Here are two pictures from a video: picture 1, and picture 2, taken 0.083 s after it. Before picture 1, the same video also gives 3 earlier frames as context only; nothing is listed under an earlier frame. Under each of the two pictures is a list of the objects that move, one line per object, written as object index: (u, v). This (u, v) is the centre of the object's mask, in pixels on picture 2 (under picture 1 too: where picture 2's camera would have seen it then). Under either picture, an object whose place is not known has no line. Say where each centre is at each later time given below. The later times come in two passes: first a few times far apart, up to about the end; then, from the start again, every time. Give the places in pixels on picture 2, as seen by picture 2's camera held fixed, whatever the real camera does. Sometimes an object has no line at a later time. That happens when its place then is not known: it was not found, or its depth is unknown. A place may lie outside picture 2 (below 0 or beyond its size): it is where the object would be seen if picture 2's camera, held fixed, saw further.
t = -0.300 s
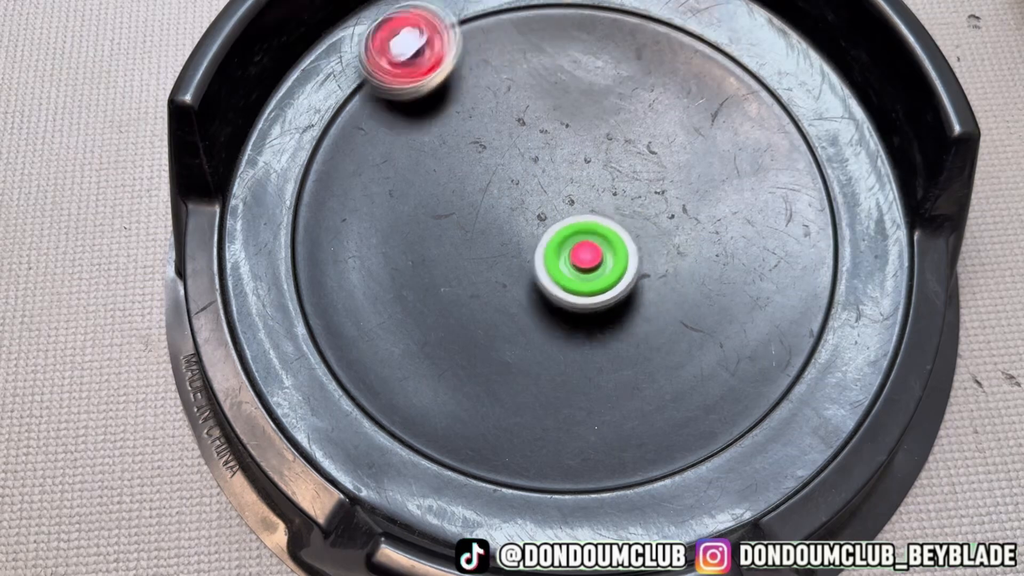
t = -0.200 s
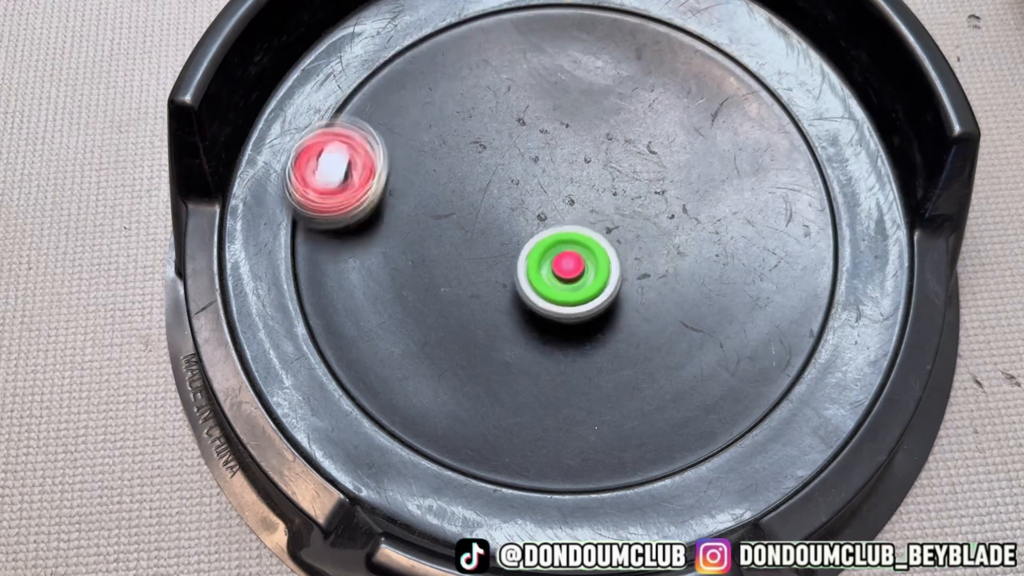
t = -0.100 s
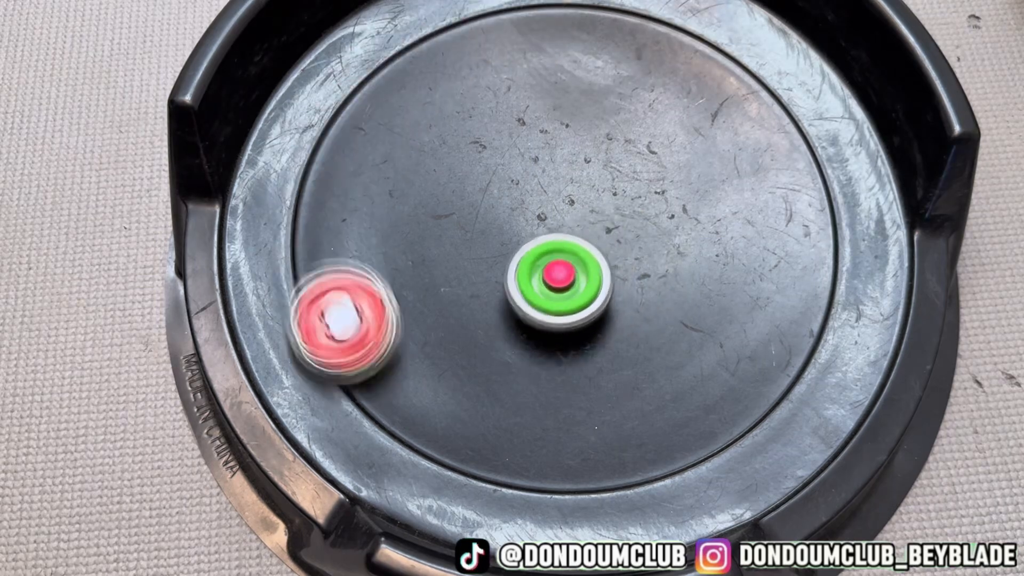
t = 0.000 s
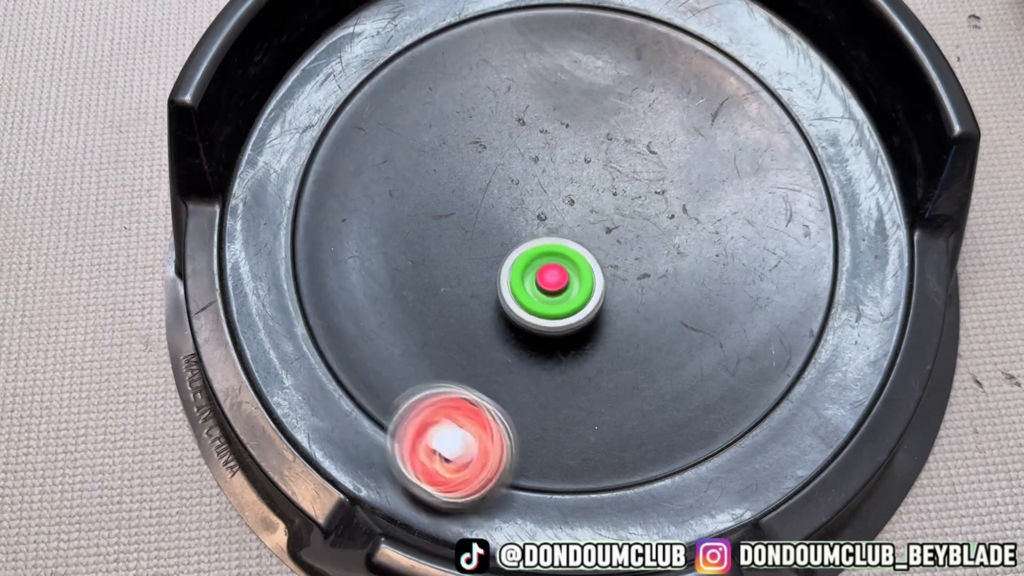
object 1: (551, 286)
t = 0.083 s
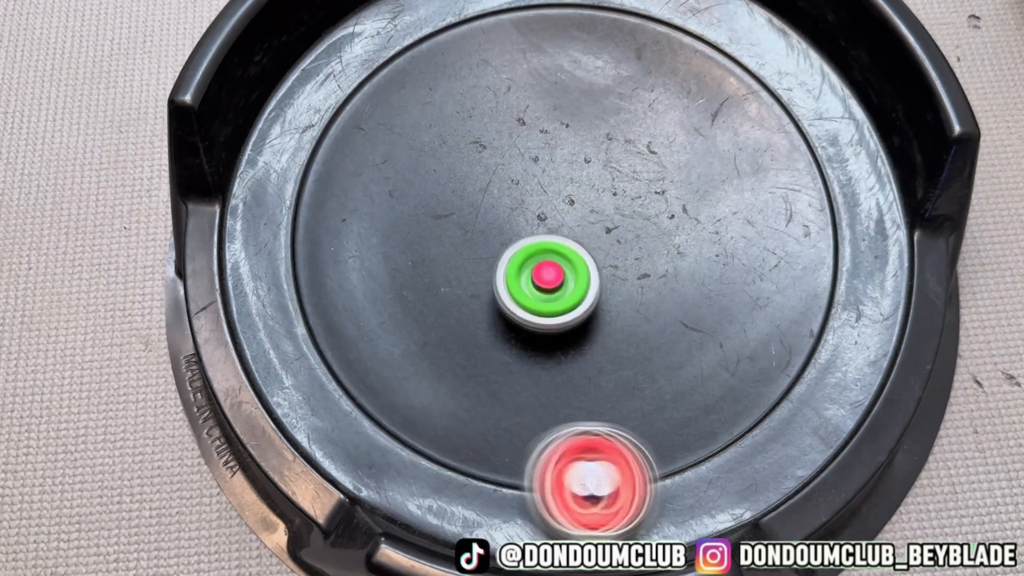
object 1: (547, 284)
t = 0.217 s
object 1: (536, 273)
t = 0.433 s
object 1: (522, 245)
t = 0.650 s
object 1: (511, 216)
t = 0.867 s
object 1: (513, 219)
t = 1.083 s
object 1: (557, 284)
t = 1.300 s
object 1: (569, 231)
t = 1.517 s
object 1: (569, 180)
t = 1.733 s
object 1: (566, 147)
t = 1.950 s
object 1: (785, 102)
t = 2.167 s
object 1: (773, 111)
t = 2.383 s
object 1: (738, 94)
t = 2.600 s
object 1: (766, 98)
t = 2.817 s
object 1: (693, 131)
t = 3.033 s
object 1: (552, 265)
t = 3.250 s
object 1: (473, 311)
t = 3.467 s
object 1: (511, 294)
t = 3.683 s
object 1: (512, 268)
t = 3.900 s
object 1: (512, 268)
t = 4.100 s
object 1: (523, 277)
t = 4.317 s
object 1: (523, 274)
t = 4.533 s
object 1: (523, 274)
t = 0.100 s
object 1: (545, 282)
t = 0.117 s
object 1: (544, 281)
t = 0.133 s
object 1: (543, 280)
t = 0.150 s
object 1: (541, 278)
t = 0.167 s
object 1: (540, 277)
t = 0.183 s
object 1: (538, 275)
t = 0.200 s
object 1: (537, 274)
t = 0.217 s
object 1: (536, 273)
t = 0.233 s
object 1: (534, 271)
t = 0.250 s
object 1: (533, 269)
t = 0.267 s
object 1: (531, 268)
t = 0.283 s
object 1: (530, 266)
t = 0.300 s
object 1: (529, 264)
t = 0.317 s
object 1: (528, 262)
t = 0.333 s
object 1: (527, 259)
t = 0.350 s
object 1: (526, 257)
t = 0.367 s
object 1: (525, 254)
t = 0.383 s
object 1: (525, 252)
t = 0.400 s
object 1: (524, 249)
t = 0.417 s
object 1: (523, 247)
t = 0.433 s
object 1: (522, 245)
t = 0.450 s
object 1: (521, 243)
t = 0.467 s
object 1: (520, 241)
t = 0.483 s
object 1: (519, 239)
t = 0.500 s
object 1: (518, 236)
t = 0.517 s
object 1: (517, 234)
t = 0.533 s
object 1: (516, 232)
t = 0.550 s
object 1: (515, 229)
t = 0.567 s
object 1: (515, 227)
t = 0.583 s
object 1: (514, 224)
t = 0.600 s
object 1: (513, 222)
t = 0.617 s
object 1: (512, 220)
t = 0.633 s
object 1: (511, 218)
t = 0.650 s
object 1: (511, 216)
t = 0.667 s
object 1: (509, 214)
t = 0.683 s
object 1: (509, 211)
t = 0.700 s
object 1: (508, 209)
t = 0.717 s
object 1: (507, 207)
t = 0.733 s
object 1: (506, 206)
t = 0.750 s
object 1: (507, 206)
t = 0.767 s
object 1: (507, 206)
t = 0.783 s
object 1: (507, 204)
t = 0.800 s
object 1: (506, 202)
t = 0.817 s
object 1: (506, 201)
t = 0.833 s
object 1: (508, 208)
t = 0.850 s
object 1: (510, 214)
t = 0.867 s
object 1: (513, 219)
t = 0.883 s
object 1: (519, 227)
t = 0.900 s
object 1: (524, 232)
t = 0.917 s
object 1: (528, 234)
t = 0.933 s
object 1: (529, 235)
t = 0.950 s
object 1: (534, 243)
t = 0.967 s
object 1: (541, 250)
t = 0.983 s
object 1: (549, 259)
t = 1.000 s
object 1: (553, 267)
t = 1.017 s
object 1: (553, 272)
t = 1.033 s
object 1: (553, 278)
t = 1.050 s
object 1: (552, 284)
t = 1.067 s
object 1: (555, 284)
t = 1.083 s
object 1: (557, 284)
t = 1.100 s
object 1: (558, 281)
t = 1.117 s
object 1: (560, 278)
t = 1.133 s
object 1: (560, 274)
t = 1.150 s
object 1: (562, 271)
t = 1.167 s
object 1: (563, 267)
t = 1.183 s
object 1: (564, 262)
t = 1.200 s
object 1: (564, 258)
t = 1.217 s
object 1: (566, 253)
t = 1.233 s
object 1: (566, 249)
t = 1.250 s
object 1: (567, 244)
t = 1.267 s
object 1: (568, 240)
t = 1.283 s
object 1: (568, 235)
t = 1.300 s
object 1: (569, 231)
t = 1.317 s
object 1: (569, 227)
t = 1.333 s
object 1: (570, 222)
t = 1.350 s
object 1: (569, 218)
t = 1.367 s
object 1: (570, 214)
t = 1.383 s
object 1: (570, 210)
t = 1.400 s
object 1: (569, 206)
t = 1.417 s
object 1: (570, 202)
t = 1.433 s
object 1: (569, 199)
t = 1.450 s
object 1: (570, 195)
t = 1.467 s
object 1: (569, 191)
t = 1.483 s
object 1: (570, 187)
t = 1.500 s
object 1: (569, 184)
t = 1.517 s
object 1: (569, 180)
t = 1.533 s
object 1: (570, 177)
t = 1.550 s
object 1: (569, 174)
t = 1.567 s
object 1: (569, 171)
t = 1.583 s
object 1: (568, 167)
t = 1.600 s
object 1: (569, 164)
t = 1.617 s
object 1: (568, 162)
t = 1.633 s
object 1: (568, 159)
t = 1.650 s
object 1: (568, 156)
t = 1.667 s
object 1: (567, 154)
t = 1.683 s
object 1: (568, 152)
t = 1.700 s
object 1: (567, 150)
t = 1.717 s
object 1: (567, 148)
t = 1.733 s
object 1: (566, 147)
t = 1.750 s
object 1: (566, 145)
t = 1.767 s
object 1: (566, 145)
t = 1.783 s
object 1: (565, 143)
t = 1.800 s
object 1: (565, 143)
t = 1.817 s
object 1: (564, 143)
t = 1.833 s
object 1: (568, 142)
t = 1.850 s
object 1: (610, 129)
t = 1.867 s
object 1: (647, 122)
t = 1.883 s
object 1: (682, 117)
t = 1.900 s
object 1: (720, 114)
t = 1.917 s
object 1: (741, 107)
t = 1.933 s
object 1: (763, 103)
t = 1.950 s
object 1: (785, 102)
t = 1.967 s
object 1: (806, 100)
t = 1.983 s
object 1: (819, 94)
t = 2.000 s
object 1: (822, 91)
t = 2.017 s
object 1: (818, 91)
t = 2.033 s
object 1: (812, 96)
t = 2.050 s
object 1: (805, 103)
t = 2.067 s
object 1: (796, 112)
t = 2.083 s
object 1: (793, 112)
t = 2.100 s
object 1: (790, 112)
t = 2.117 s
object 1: (786, 114)
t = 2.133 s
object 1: (782, 112)
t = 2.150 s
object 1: (776, 112)
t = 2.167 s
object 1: (773, 111)
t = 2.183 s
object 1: (768, 107)
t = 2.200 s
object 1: (762, 105)
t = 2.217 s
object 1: (759, 102)
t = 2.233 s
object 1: (756, 99)
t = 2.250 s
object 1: (753, 97)
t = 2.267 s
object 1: (752, 94)
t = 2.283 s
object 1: (750, 94)
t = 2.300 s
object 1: (749, 91)
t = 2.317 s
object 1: (748, 90)
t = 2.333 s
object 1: (744, 90)
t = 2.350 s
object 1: (741, 91)
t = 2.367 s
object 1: (739, 92)
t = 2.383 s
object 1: (738, 94)
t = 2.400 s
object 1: (757, 86)
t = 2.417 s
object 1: (777, 81)
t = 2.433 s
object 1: (800, 79)
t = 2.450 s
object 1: (811, 79)
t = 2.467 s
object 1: (810, 77)
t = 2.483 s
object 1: (805, 78)
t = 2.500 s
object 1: (800, 81)
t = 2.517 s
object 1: (795, 86)
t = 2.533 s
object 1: (791, 87)
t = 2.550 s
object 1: (787, 89)
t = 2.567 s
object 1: (781, 91)
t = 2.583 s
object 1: (772, 95)
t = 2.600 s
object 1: (766, 98)
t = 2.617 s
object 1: (759, 101)
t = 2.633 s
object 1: (756, 104)
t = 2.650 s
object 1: (752, 106)
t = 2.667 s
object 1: (747, 108)
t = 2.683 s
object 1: (743, 111)
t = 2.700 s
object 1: (739, 111)
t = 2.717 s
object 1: (736, 113)
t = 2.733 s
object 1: (731, 115)
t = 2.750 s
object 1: (726, 111)
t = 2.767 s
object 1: (719, 116)
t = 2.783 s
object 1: (712, 121)
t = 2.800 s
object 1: (702, 121)
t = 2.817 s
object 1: (693, 131)
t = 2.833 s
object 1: (680, 134)
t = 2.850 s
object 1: (669, 144)
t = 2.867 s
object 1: (657, 152)
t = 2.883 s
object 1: (647, 161)
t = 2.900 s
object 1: (634, 174)
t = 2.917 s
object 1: (622, 186)
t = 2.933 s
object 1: (611, 199)
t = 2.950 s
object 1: (602, 211)
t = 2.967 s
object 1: (590, 225)
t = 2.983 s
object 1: (582, 234)
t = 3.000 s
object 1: (574, 242)
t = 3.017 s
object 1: (561, 259)
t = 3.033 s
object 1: (552, 265)
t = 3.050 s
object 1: (547, 270)
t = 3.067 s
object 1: (537, 280)
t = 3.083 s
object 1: (524, 290)
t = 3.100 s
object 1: (518, 291)
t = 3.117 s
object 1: (512, 294)
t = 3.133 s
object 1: (501, 300)
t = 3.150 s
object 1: (493, 308)
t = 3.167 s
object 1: (488, 308)
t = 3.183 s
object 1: (485, 310)
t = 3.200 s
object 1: (482, 313)
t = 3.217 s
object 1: (477, 316)
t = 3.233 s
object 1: (474, 314)
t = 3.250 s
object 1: (473, 311)
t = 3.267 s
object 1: (474, 310)
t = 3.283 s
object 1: (475, 310)
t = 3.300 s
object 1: (476, 309)
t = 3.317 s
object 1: (479, 305)
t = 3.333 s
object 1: (483, 303)
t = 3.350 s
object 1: (487, 303)
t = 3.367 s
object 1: (492, 304)
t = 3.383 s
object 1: (497, 304)
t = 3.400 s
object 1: (500, 304)
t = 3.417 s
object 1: (503, 302)
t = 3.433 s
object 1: (507, 299)
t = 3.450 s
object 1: (510, 296)
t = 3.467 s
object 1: (511, 294)
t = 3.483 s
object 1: (514, 291)
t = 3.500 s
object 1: (516, 288)
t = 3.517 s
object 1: (516, 284)
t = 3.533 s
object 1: (516, 279)
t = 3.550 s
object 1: (516, 276)
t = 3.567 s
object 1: (516, 273)
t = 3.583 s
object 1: (515, 272)
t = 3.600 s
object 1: (515, 270)
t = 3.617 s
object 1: (514, 270)
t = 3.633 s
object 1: (513, 269)
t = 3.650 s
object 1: (512, 269)
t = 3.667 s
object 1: (512, 269)
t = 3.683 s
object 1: (512, 268)
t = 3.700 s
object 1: (512, 268)
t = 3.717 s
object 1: (511, 268)
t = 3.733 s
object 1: (511, 268)
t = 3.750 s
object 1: (510, 268)
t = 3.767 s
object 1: (510, 267)
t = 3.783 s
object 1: (510, 267)
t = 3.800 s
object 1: (510, 267)
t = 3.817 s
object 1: (510, 268)
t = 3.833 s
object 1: (511, 268)
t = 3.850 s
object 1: (511, 268)
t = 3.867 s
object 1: (511, 268)
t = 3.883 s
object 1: (512, 268)
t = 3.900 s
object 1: (512, 268)
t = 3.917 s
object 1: (512, 269)
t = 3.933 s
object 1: (512, 269)
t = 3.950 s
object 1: (513, 269)
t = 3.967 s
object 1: (513, 269)
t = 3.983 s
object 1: (514, 270)
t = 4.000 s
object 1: (515, 270)
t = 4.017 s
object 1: (516, 271)
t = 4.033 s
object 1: (517, 272)
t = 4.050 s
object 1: (519, 273)
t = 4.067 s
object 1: (520, 275)
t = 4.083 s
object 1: (522, 276)
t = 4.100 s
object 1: (523, 277)
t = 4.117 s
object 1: (523, 276)
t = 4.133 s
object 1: (523, 275)
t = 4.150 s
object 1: (522, 274)
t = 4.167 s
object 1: (522, 274)
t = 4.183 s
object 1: (522, 274)
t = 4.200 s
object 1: (523, 275)
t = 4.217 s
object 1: (523, 275)
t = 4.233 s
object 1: (523, 274)
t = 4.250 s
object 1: (523, 274)
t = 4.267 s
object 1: (523, 274)
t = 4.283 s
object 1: (523, 274)
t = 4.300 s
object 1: (523, 274)
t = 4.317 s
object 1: (523, 274)
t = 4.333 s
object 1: (523, 274)
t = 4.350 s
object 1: (523, 274)
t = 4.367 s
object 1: (523, 274)
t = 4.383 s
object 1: (523, 274)
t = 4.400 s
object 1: (523, 274)
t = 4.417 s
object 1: (523, 274)
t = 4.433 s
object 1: (523, 274)
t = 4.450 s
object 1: (523, 274)
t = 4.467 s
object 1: (523, 274)
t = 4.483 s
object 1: (523, 274)
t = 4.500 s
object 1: (523, 274)
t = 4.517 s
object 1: (523, 274)
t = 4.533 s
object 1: (523, 274)
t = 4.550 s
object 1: (523, 274)
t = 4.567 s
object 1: (523, 274)
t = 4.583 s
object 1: (523, 274)
